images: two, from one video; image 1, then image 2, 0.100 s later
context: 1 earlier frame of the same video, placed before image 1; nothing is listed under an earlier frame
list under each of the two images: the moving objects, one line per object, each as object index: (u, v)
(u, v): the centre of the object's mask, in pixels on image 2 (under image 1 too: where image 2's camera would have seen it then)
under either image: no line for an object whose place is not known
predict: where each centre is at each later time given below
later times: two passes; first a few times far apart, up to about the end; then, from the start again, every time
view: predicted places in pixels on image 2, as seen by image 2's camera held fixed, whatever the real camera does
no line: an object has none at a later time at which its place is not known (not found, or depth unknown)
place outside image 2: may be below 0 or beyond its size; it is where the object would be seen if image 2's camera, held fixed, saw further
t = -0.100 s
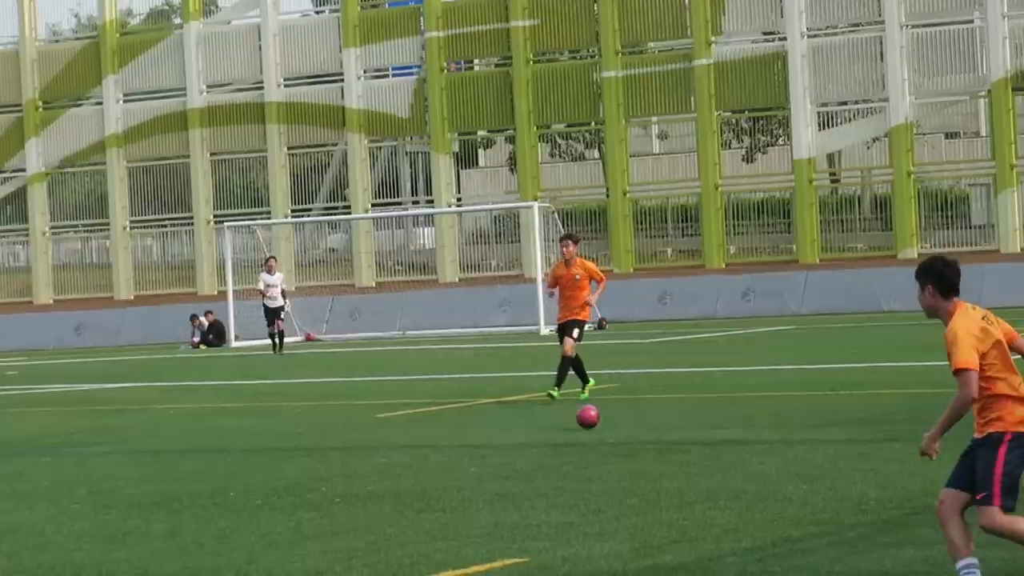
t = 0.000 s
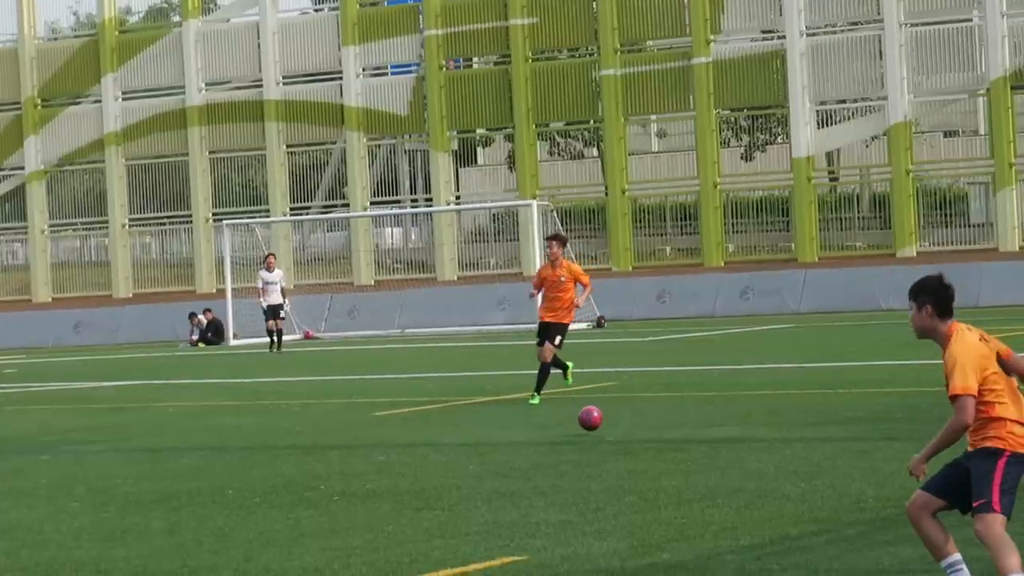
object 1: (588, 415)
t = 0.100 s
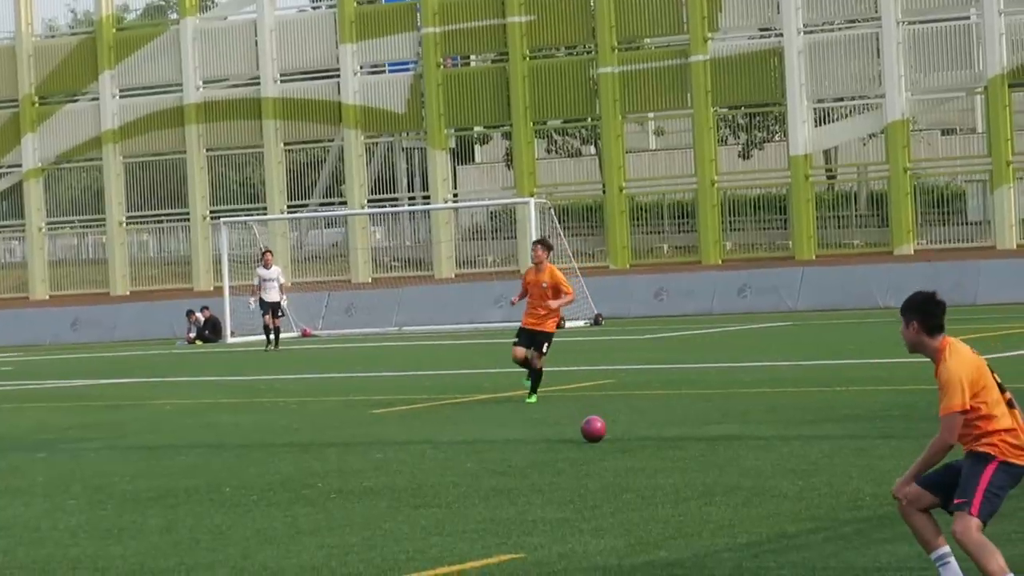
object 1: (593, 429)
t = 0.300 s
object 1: (606, 442)
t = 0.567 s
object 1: (634, 471)
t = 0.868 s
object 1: (676, 499)
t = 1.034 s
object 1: (707, 515)
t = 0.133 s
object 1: (595, 432)
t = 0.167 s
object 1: (597, 432)
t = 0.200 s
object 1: (598, 431)
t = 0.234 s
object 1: (601, 433)
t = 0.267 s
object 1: (603, 436)
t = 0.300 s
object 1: (606, 442)
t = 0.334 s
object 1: (608, 448)
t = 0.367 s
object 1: (612, 451)
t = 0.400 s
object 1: (614, 449)
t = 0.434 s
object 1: (618, 450)
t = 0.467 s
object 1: (621, 452)
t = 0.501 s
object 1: (625, 457)
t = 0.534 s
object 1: (629, 463)
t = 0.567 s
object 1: (634, 471)
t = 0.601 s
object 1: (637, 470)
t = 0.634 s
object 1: (641, 468)
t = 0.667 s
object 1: (645, 468)
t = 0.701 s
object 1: (650, 470)
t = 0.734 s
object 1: (655, 474)
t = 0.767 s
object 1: (659, 480)
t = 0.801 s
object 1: (665, 489)
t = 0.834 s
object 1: (670, 499)
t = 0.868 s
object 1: (676, 499)
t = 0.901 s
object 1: (680, 497)
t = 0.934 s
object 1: (687, 499)
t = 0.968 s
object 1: (693, 501)
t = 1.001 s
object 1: (700, 507)
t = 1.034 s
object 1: (707, 515)
